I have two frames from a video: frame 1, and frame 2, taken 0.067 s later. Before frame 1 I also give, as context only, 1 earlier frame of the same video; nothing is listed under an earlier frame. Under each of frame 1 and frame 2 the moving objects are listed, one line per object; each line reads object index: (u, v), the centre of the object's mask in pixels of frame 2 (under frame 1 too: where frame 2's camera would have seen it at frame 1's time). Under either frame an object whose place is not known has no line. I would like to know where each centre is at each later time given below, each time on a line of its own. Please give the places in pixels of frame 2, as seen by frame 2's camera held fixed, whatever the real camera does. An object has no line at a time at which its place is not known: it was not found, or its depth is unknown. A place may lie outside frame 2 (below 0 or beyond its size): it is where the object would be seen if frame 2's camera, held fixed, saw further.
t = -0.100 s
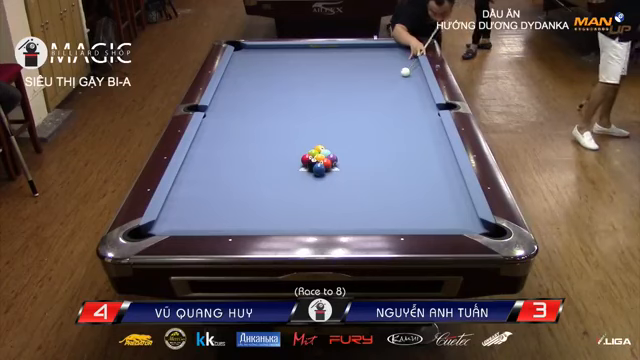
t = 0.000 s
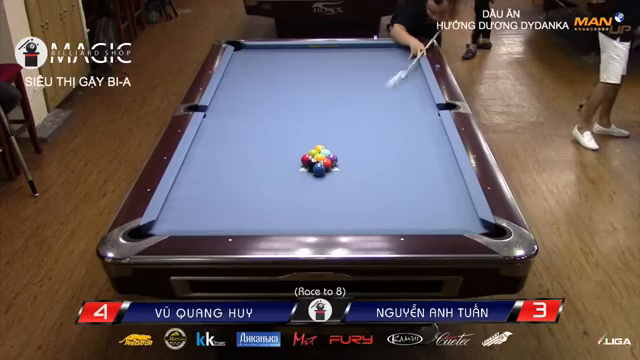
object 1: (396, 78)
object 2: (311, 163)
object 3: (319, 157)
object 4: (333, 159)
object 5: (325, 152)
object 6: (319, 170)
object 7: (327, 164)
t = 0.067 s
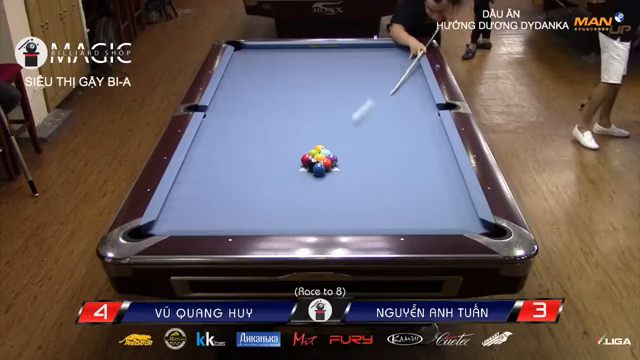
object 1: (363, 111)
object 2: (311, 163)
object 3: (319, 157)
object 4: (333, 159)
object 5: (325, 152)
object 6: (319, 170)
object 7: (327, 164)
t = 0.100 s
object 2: (311, 163)
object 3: (319, 158)
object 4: (333, 159)
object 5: (326, 152)
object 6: (319, 170)
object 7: (327, 163)
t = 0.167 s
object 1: (337, 147)
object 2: (311, 166)
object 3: (320, 160)
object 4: (342, 166)
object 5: (327, 154)
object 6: (329, 182)
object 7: (333, 169)
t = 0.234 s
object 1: (352, 148)
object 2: (308, 169)
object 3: (319, 161)
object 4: (358, 173)
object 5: (328, 154)
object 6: (348, 201)
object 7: (343, 178)
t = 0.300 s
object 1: (366, 149)
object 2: (306, 172)
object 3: (320, 162)
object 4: (373, 179)
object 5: (330, 154)
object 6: (367, 221)
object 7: (353, 185)
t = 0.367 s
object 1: (378, 150)
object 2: (305, 175)
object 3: (319, 162)
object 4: (386, 186)
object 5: (332, 154)
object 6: (381, 220)
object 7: (362, 191)
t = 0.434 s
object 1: (391, 150)
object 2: (303, 178)
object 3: (320, 163)
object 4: (400, 192)
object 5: (334, 153)
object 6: (388, 210)
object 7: (371, 199)
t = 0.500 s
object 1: (403, 151)
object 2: (300, 182)
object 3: (320, 163)
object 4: (414, 198)
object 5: (336, 153)
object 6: (393, 200)
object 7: (381, 206)
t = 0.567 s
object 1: (415, 151)
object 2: (298, 186)
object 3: (320, 163)
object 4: (429, 204)
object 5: (337, 153)
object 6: (399, 192)
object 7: (394, 215)
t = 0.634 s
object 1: (427, 152)
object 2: (296, 188)
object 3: (320, 163)
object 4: (443, 210)
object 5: (339, 153)
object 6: (404, 184)
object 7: (430, 213)
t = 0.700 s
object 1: (440, 153)
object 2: (294, 192)
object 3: (320, 164)
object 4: (465, 214)
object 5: (340, 153)
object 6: (409, 176)
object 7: (445, 216)
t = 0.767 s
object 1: (445, 153)
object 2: (292, 195)
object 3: (320, 164)
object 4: (448, 209)
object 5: (342, 152)
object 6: (414, 169)
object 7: (448, 222)
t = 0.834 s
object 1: (437, 151)
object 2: (289, 198)
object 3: (320, 164)
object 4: (438, 206)
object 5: (343, 152)
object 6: (419, 161)
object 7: (447, 220)
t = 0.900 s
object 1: (432, 150)
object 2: (288, 201)
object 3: (320, 164)
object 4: (429, 201)
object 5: (344, 151)
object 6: (423, 156)
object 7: (444, 216)
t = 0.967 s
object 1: (433, 145)
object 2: (285, 205)
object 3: (320, 164)
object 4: (421, 200)
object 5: (346, 151)
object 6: (418, 153)
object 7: (441, 211)
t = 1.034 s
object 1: (435, 140)
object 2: (283, 209)
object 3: (320, 164)
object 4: (412, 198)
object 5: (347, 151)
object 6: (414, 151)
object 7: (439, 206)
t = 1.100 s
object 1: (437, 136)
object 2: (281, 211)
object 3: (320, 165)
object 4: (404, 193)
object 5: (348, 151)
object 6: (411, 149)
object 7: (437, 201)
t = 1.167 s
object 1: (438, 132)
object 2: (279, 216)
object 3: (320, 164)
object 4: (396, 191)
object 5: (349, 151)
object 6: (408, 146)
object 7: (435, 197)
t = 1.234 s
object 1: (438, 128)
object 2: (276, 218)
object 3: (320, 165)
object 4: (389, 188)
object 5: (350, 150)
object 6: (405, 145)
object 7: (434, 191)
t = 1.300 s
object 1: (436, 125)
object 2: (274, 221)
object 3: (320, 164)
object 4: (381, 185)
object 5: (351, 150)
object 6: (402, 142)
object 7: (432, 187)
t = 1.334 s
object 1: (435, 123)
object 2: (273, 223)
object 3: (320, 164)
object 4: (377, 184)
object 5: (351, 150)
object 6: (401, 141)
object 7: (431, 185)
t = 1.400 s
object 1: (433, 120)
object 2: (271, 224)
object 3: (320, 164)
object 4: (370, 182)
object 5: (352, 150)
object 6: (399, 138)
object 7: (429, 182)
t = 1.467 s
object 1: (431, 117)
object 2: (270, 224)
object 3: (320, 164)
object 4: (363, 179)
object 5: (353, 150)
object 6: (396, 136)
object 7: (427, 177)
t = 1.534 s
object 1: (429, 114)
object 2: (269, 223)
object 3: (320, 164)
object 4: (356, 176)
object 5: (353, 149)
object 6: (393, 134)
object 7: (426, 173)
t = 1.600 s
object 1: (427, 111)
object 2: (268, 222)
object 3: (320, 165)
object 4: (349, 174)
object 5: (354, 149)
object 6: (391, 132)
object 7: (424, 169)
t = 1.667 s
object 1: (425, 108)
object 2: (267, 221)
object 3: (320, 165)
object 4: (342, 172)
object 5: (354, 149)
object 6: (389, 130)
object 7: (423, 166)
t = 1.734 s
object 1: (422, 106)
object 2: (267, 220)
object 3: (320, 165)
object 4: (336, 169)
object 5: (355, 149)
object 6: (386, 128)
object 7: (421, 162)
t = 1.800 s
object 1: (421, 103)
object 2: (266, 218)
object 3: (320, 164)
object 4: (332, 167)
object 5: (355, 149)
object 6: (384, 126)
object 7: (419, 159)
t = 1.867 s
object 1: (419, 100)
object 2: (266, 217)
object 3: (314, 162)
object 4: (331, 166)
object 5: (356, 149)
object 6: (382, 125)
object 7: (418, 155)
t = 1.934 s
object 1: (417, 98)
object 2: (265, 215)
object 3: (309, 161)
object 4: (330, 165)
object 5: (356, 149)
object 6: (380, 123)
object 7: (417, 152)
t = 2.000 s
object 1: (415, 96)
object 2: (264, 214)
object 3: (305, 160)
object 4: (329, 164)
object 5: (356, 149)
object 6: (378, 121)
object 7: (415, 149)
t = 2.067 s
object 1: (414, 93)
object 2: (264, 212)
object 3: (301, 160)
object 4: (328, 163)
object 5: (356, 149)
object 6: (376, 119)
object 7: (414, 146)
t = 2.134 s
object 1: (412, 91)
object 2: (264, 211)
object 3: (296, 159)
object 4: (327, 162)
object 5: (356, 149)
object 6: (374, 118)
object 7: (413, 142)
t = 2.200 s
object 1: (410, 89)
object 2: (263, 210)
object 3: (292, 158)
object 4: (326, 161)
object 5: (356, 149)
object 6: (371, 116)
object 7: (411, 139)
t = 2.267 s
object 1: (409, 87)
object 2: (263, 209)
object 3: (288, 157)
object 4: (326, 161)
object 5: (356, 149)
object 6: (370, 115)
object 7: (410, 137)
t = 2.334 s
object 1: (407, 84)
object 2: (262, 207)
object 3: (284, 156)
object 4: (325, 160)
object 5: (356, 149)
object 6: (368, 113)
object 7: (409, 134)
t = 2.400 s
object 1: (406, 83)
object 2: (262, 206)
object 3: (281, 155)
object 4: (325, 160)
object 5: (356, 149)
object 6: (366, 111)
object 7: (408, 132)
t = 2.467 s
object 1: (404, 80)
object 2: (261, 205)
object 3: (277, 155)
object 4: (324, 159)
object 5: (356, 149)
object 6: (365, 110)
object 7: (406, 129)
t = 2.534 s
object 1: (403, 79)
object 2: (261, 204)
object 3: (273, 153)
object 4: (323, 158)
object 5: (356, 149)
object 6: (363, 109)
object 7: (405, 126)
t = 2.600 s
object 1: (402, 77)
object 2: (260, 203)
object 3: (270, 153)
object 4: (323, 157)
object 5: (356, 149)
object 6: (361, 107)
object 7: (404, 124)
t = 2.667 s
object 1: (400, 74)
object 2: (260, 202)
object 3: (266, 152)
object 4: (322, 156)
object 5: (356, 149)
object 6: (360, 106)
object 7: (403, 121)
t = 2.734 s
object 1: (399, 72)
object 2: (260, 202)
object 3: (263, 151)
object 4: (322, 156)
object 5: (356, 149)
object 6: (358, 105)
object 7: (402, 119)
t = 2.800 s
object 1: (398, 71)
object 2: (259, 201)
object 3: (260, 150)
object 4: (321, 155)
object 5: (356, 149)
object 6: (357, 103)
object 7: (401, 117)
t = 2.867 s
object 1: (396, 70)
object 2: (259, 200)
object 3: (256, 150)
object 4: (321, 155)
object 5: (356, 149)
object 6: (355, 102)
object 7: (400, 115)
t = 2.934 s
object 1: (395, 68)
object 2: (259, 199)
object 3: (253, 149)
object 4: (320, 154)
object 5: (356, 149)
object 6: (354, 101)
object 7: (399, 113)
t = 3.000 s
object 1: (394, 66)
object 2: (259, 199)
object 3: (250, 148)
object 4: (320, 154)
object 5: (356, 149)
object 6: (353, 100)
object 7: (398, 110)
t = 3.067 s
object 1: (393, 65)
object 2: (259, 198)
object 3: (247, 148)
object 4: (320, 153)
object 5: (356, 149)
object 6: (351, 98)
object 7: (397, 108)
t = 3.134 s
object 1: (392, 63)
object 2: (258, 197)
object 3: (244, 147)
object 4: (319, 153)
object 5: (356, 149)
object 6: (350, 98)
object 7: (396, 107)
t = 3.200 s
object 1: (391, 62)
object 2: (258, 197)
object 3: (241, 146)
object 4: (319, 153)
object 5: (356, 149)
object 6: (349, 97)
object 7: (395, 105)
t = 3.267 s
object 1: (390, 60)
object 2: (258, 196)
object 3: (239, 146)
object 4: (318, 152)
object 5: (356, 149)
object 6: (347, 95)
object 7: (394, 103)
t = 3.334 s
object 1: (389, 59)
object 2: (258, 195)
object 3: (236, 145)
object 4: (318, 152)
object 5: (356, 149)
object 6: (346, 94)
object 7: (393, 101)
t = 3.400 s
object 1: (388, 57)
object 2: (258, 195)
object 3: (233, 145)
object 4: (318, 152)
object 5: (356, 149)
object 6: (345, 93)
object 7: (393, 100)
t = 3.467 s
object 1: (387, 56)
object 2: (258, 195)
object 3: (230, 144)
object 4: (318, 152)
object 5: (356, 149)
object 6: (344, 92)
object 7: (392, 98)
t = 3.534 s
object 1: (386, 55)
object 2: (258, 194)
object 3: (228, 143)
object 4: (318, 151)
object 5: (356, 149)
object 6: (343, 91)
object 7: (391, 96)
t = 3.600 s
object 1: (385, 53)
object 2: (258, 193)
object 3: (225, 142)
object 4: (318, 151)
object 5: (356, 149)
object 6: (342, 90)
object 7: (390, 94)
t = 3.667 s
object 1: (384, 52)
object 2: (258, 193)
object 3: (223, 142)
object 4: (317, 150)
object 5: (356, 149)
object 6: (341, 89)
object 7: (389, 93)
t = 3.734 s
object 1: (383, 51)
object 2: (258, 193)
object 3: (221, 142)
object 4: (317, 150)
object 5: (356, 149)
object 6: (340, 89)
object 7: (389, 91)
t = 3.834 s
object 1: (382, 49)
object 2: (258, 193)
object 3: (217, 141)
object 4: (317, 150)
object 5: (356, 149)
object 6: (338, 87)
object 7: (388, 89)
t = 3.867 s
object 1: (381, 48)
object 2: (258, 192)
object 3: (217, 140)
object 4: (316, 150)
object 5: (356, 149)
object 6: (338, 87)
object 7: (388, 89)
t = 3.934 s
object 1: (380, 47)
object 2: (258, 192)
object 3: (214, 140)
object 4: (316, 150)
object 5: (356, 149)
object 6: (337, 86)
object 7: (387, 87)
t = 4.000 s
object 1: (379, 46)
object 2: (258, 192)
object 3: (212, 140)
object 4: (316, 150)
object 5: (356, 149)
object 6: (336, 85)
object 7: (386, 85)
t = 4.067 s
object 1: (379, 45)
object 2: (258, 192)
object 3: (210, 139)
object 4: (316, 150)
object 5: (356, 149)
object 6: (335, 85)
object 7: (386, 84)
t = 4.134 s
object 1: (378, 45)
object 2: (258, 192)
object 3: (208, 139)
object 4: (316, 149)
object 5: (356, 149)
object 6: (334, 84)
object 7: (385, 83)
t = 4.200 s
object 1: (378, 46)
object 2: (258, 191)
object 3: (206, 138)
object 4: (316, 149)
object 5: (356, 149)
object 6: (334, 84)
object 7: (384, 82)
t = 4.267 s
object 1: (378, 46)
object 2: (258, 191)
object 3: (205, 138)
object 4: (316, 149)
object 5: (356, 149)
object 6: (333, 83)
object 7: (384, 80)
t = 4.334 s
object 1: (377, 47)
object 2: (258, 191)
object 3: (202, 138)
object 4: (316, 149)
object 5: (356, 149)
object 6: (332, 82)
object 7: (383, 79)
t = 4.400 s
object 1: (377, 48)
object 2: (258, 191)
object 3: (200, 138)
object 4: (316, 149)
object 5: (356, 149)
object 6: (331, 81)
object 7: (383, 77)
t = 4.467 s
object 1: (376, 48)
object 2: (258, 191)
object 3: (199, 137)
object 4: (316, 149)
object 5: (356, 149)
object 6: (331, 81)
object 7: (382, 76)
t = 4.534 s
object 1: (376, 49)
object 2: (258, 191)
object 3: (200, 137)
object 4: (316, 149)
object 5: (356, 149)
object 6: (330, 80)
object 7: (381, 75)
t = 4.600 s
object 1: (376, 49)
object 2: (258, 191)
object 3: (201, 137)
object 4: (316, 149)
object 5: (356, 149)
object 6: (330, 80)
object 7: (381, 74)
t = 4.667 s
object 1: (376, 50)
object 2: (258, 191)
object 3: (201, 136)
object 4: (316, 149)
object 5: (356, 149)
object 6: (329, 79)
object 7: (381, 73)
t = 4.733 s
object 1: (375, 50)
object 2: (258, 191)
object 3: (202, 136)
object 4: (316, 150)
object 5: (356, 149)
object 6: (328, 78)
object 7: (380, 72)
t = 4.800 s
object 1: (375, 51)
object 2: (258, 191)
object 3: (203, 136)
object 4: (316, 149)
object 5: (356, 149)
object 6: (328, 77)
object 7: (379, 71)
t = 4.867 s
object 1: (374, 51)
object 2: (258, 191)
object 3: (204, 136)
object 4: (316, 150)
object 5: (356, 149)
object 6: (328, 77)
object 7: (379, 70)
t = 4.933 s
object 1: (374, 52)
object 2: (258, 191)
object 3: (204, 136)
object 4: (316, 150)
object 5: (356, 149)
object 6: (327, 77)
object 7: (379, 69)
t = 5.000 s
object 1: (373, 52)
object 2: (258, 191)
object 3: (205, 136)
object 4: (316, 150)
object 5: (356, 149)
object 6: (326, 77)
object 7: (378, 68)
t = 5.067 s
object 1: (373, 53)
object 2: (258, 191)
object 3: (206, 136)
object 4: (316, 150)
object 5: (356, 149)
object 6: (326, 76)
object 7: (378, 68)
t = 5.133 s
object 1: (373, 53)
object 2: (258, 191)
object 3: (207, 136)
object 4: (316, 150)
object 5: (356, 149)
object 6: (326, 76)
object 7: (378, 67)
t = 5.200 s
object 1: (373, 53)
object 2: (258, 191)
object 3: (207, 136)
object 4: (316, 150)
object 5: (356, 149)
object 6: (325, 75)
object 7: (377, 66)
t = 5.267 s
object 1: (373, 54)
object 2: (258, 191)
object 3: (207, 135)
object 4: (316, 150)
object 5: (356, 149)
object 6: (325, 75)
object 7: (377, 65)
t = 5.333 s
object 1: (372, 54)
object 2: (258, 191)
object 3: (207, 135)
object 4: (316, 150)
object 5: (356, 149)
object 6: (324, 75)
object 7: (377, 64)
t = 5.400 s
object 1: (372, 55)
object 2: (258, 191)
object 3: (207, 135)
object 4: (316, 150)
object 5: (356, 149)
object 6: (324, 75)
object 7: (377, 64)
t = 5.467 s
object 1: (372, 55)
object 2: (258, 191)
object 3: (207, 135)
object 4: (316, 150)
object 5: (356, 149)
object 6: (323, 75)
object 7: (378, 63)
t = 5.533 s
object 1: (372, 55)
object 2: (258, 191)
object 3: (208, 135)
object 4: (316, 150)
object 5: (356, 149)
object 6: (323, 74)
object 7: (378, 63)
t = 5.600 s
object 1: (371, 56)
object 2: (258, 191)
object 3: (208, 135)
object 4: (316, 150)
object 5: (356, 149)
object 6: (323, 74)
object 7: (378, 62)
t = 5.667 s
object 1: (371, 56)
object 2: (258, 191)
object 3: (208, 135)
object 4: (316, 150)
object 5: (356, 149)
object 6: (322, 73)
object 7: (378, 62)
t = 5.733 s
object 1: (371, 56)
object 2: (258, 191)
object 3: (208, 135)
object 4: (316, 150)
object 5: (356, 149)
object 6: (322, 73)
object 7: (379, 62)
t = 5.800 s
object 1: (371, 57)
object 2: (258, 191)
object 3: (208, 135)
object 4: (316, 150)
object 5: (356, 149)
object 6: (322, 73)
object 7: (380, 61)
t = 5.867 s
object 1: (371, 57)
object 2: (258, 191)
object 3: (208, 135)
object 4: (316, 150)
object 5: (356, 149)
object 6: (322, 73)
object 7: (379, 61)
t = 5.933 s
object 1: (370, 57)
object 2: (258, 191)
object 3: (208, 135)
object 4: (316, 150)
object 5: (356, 149)
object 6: (321, 73)
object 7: (380, 60)
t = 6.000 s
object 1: (370, 58)
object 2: (258, 191)
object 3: (208, 135)
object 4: (316, 150)
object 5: (356, 149)
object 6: (321, 72)
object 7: (380, 60)
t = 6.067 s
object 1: (370, 58)
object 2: (258, 191)
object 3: (208, 135)
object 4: (316, 150)
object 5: (356, 149)
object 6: (321, 72)
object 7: (381, 59)
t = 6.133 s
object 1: (370, 58)
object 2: (258, 191)
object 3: (208, 135)
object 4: (316, 150)
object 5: (356, 149)
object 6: (321, 72)
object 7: (381, 59)
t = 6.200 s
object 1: (370, 58)
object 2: (258, 191)
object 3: (208, 135)
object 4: (316, 150)
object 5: (356, 149)
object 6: (321, 72)
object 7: (381, 59)
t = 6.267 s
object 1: (370, 59)
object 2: (258, 191)
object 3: (208, 135)
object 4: (316, 150)
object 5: (356, 149)
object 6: (321, 72)
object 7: (381, 59)
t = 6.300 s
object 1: (370, 59)
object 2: (258, 191)
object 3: (208, 135)
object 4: (316, 150)
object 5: (356, 149)
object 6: (321, 72)
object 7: (381, 58)
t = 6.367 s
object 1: (370, 59)
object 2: (258, 191)
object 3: (208, 135)
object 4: (316, 150)
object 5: (356, 149)
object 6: (321, 72)
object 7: (381, 58)
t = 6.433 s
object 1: (370, 59)
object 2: (258, 191)
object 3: (208, 135)
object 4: (316, 150)
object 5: (356, 149)
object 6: (320, 72)
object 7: (382, 58)
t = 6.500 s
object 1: (370, 60)
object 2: (258, 191)
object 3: (208, 135)
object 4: (316, 150)
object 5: (356, 149)
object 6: (320, 72)
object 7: (382, 58)
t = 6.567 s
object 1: (370, 60)
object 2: (258, 191)
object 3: (208, 135)
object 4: (316, 150)
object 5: (356, 149)
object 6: (321, 72)
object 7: (382, 58)
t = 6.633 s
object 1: (370, 60)
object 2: (258, 191)
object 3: (208, 135)
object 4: (316, 150)
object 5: (356, 149)
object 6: (320, 72)
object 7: (382, 57)
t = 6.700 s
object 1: (370, 60)
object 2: (258, 191)
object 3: (208, 135)
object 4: (316, 150)
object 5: (356, 149)
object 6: (321, 72)
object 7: (382, 57)
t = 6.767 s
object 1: (370, 60)
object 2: (258, 191)
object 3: (208, 135)
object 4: (316, 150)
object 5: (356, 149)
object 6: (321, 72)
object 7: (382, 57)
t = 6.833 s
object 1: (370, 60)
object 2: (258, 191)
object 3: (208, 135)
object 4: (316, 150)
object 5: (356, 149)
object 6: (321, 72)
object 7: (382, 57)
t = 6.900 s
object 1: (370, 60)
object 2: (258, 191)
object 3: (208, 135)
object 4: (316, 149)
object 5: (356, 149)
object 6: (321, 72)
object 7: (383, 57)
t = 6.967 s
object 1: (370, 60)
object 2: (258, 191)
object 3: (208, 135)
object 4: (316, 150)
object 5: (356, 149)
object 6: (321, 72)
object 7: (383, 57)
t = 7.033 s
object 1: (370, 61)
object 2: (258, 191)
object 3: (208, 135)
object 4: (316, 150)
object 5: (356, 149)
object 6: (321, 72)
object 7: (383, 57)
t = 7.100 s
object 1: (370, 61)
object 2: (258, 191)
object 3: (208, 135)
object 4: (316, 150)
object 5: (356, 149)
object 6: (321, 72)
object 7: (383, 57)
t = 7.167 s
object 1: (370, 61)
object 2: (258, 191)
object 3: (208, 135)
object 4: (316, 150)
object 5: (356, 149)
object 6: (321, 72)
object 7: (383, 57)
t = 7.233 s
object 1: (370, 61)
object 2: (258, 191)
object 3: (208, 135)
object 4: (316, 150)
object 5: (356, 149)
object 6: (321, 72)
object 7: (383, 57)
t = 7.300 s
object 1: (370, 61)
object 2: (258, 191)
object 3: (208, 135)
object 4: (316, 150)
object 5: (356, 149)
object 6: (321, 72)
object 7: (383, 57)
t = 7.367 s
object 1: (370, 61)
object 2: (258, 191)
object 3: (208, 135)
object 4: (316, 150)
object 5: (356, 149)
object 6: (321, 72)
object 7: (382, 57)
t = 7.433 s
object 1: (370, 61)
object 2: (258, 191)
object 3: (208, 135)
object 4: (316, 150)
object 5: (356, 149)
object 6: (321, 72)
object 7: (382, 57)
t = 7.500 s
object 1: (370, 61)
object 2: (258, 191)
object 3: (208, 135)
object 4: (316, 150)
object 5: (356, 149)
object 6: (321, 72)
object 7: (382, 57)
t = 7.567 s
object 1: (370, 61)
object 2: (258, 191)
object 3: (208, 135)
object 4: (316, 150)
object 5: (356, 149)
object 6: (321, 72)
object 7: (382, 57)
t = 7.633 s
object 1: (370, 61)
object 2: (258, 191)
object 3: (208, 135)
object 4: (316, 150)
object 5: (356, 149)
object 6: (321, 72)
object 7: (382, 57)
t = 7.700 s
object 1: (370, 61)
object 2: (258, 191)
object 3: (208, 135)
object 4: (316, 150)
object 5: (356, 149)
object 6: (321, 72)
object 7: (382, 57)
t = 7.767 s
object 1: (370, 61)
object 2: (258, 191)
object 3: (208, 135)
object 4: (316, 150)
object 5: (356, 149)
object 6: (321, 72)
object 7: (382, 57)
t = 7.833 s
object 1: (370, 61)
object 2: (258, 191)
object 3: (208, 135)
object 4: (316, 150)
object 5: (356, 149)
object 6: (321, 72)
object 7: (382, 57)
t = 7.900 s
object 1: (370, 61)
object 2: (258, 191)
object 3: (208, 135)
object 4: (316, 150)
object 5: (356, 149)
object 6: (321, 72)
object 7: (382, 57)
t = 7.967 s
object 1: (370, 61)
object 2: (258, 191)
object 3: (208, 135)
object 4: (316, 150)
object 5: (356, 149)
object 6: (321, 72)
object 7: (382, 57)
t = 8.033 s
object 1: (370, 61)
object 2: (258, 191)
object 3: (208, 135)
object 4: (316, 150)
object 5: (356, 149)
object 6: (321, 72)
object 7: (382, 57)
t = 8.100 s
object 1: (370, 61)
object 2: (258, 191)
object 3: (208, 135)
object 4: (316, 150)
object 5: (356, 149)
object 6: (321, 72)
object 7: (382, 57)
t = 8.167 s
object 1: (370, 61)
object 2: (258, 191)
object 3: (208, 135)
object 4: (316, 150)
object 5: (356, 149)
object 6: (321, 72)
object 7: (382, 57)
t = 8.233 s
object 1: (370, 61)
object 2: (258, 191)
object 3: (208, 135)
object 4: (316, 150)
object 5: (356, 149)
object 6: (321, 72)
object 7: (382, 57)
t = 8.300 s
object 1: (370, 61)
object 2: (258, 191)
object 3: (208, 135)
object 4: (316, 150)
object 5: (356, 149)
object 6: (321, 72)
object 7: (382, 57)
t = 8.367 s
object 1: (370, 61)
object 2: (258, 191)
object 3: (208, 135)
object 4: (316, 150)
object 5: (356, 149)
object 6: (321, 72)
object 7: (382, 57)
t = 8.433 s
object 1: (370, 61)
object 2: (258, 191)
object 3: (208, 135)
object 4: (316, 150)
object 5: (356, 149)
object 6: (321, 72)
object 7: (382, 57)
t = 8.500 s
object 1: (370, 61)
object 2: (258, 191)
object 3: (208, 135)
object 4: (316, 150)
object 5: (356, 149)
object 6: (321, 72)
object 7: (382, 57)
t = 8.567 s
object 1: (370, 61)
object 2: (258, 191)
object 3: (208, 135)
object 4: (316, 150)
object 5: (356, 149)
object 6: (321, 72)
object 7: (382, 57)
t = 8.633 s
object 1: (370, 61)
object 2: (258, 191)
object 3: (208, 135)
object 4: (316, 150)
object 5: (356, 149)
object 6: (321, 72)
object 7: (382, 57)
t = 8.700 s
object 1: (370, 61)
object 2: (258, 191)
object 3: (208, 135)
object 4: (316, 150)
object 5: (356, 149)
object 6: (321, 72)
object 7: (382, 57)
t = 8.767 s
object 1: (370, 61)
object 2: (258, 191)
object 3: (208, 135)
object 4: (316, 150)
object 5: (356, 149)
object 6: (321, 72)
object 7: (382, 57)
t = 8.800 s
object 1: (370, 61)
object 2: (258, 191)
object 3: (208, 135)
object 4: (316, 150)
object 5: (356, 149)
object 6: (321, 72)
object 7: (382, 57)
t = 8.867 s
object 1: (370, 61)
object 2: (258, 191)
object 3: (208, 135)
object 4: (316, 150)
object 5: (356, 149)
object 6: (321, 72)
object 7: (382, 57)
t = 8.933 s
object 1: (370, 61)
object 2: (258, 191)
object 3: (208, 135)
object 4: (316, 150)
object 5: (356, 149)
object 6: (321, 72)
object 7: (382, 57)
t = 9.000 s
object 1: (370, 61)
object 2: (258, 191)
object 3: (208, 135)
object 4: (316, 150)
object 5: (356, 149)
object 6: (321, 72)
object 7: (382, 57)
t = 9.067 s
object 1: (370, 61)
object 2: (258, 191)
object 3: (208, 135)
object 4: (316, 150)
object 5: (356, 149)
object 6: (321, 72)
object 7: (382, 57)
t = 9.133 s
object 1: (370, 61)
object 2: (258, 191)
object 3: (208, 135)
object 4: (316, 150)
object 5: (356, 149)
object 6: (321, 72)
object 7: (382, 57)
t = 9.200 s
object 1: (370, 61)
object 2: (258, 191)
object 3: (208, 135)
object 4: (316, 150)
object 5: (356, 149)
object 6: (321, 72)
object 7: (382, 57)
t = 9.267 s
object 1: (370, 61)
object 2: (258, 191)
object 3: (208, 135)
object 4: (316, 150)
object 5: (356, 149)
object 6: (321, 72)
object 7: (382, 57)
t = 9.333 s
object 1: (370, 61)
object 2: (258, 191)
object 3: (208, 135)
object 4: (316, 150)
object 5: (356, 149)
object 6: (321, 72)
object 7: (382, 57)
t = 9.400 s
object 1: (370, 61)
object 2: (258, 191)
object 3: (208, 135)
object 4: (316, 150)
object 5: (356, 149)
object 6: (321, 72)
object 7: (382, 57)
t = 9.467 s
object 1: (370, 61)
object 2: (258, 191)
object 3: (208, 135)
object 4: (316, 150)
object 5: (356, 149)
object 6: (321, 72)
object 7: (382, 57)
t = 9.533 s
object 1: (370, 61)
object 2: (258, 191)
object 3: (208, 135)
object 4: (316, 150)
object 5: (356, 149)
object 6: (321, 72)
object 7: (382, 57)
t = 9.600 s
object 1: (370, 61)
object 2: (258, 191)
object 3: (208, 135)
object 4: (316, 150)
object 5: (356, 149)
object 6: (321, 72)
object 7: (382, 57)
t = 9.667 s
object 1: (370, 61)
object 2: (258, 191)
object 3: (208, 135)
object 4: (316, 150)
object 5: (356, 149)
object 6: (321, 72)
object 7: (382, 57)
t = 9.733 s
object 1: (370, 61)
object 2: (258, 191)
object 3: (208, 135)
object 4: (316, 150)
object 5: (356, 149)
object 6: (321, 72)
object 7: (383, 57)
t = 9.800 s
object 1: (370, 61)
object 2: (258, 191)
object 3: (208, 135)
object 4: (316, 150)
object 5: (356, 149)
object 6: (321, 72)
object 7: (383, 57)
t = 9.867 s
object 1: (370, 61)
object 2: (258, 191)
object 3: (208, 135)
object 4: (316, 150)
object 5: (356, 149)
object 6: (321, 72)
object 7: (383, 57)
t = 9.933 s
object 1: (370, 61)
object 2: (258, 191)
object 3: (208, 135)
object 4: (316, 150)
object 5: (356, 149)
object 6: (321, 72)
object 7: (383, 57)
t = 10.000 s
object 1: (370, 61)
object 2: (258, 191)
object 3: (208, 135)
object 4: (316, 150)
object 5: (356, 149)
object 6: (321, 72)
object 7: (383, 57)
